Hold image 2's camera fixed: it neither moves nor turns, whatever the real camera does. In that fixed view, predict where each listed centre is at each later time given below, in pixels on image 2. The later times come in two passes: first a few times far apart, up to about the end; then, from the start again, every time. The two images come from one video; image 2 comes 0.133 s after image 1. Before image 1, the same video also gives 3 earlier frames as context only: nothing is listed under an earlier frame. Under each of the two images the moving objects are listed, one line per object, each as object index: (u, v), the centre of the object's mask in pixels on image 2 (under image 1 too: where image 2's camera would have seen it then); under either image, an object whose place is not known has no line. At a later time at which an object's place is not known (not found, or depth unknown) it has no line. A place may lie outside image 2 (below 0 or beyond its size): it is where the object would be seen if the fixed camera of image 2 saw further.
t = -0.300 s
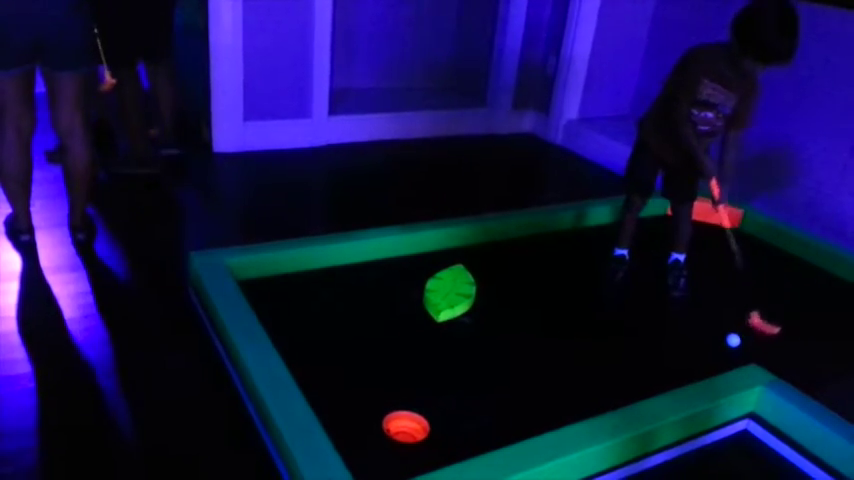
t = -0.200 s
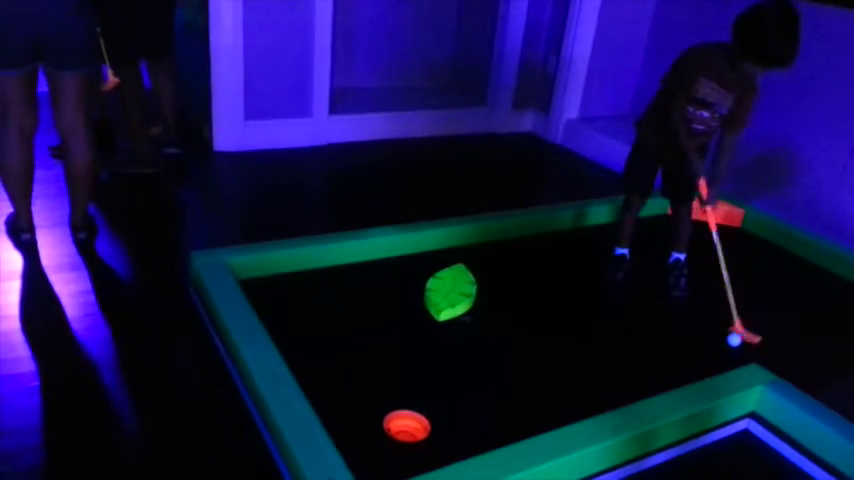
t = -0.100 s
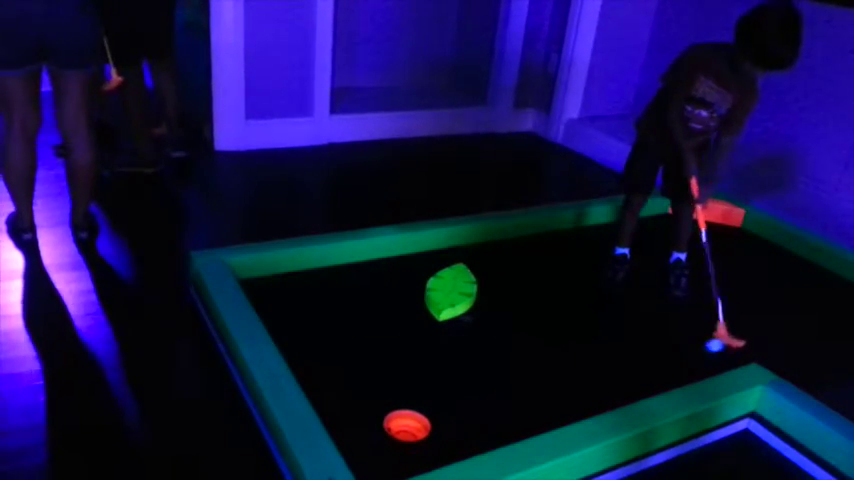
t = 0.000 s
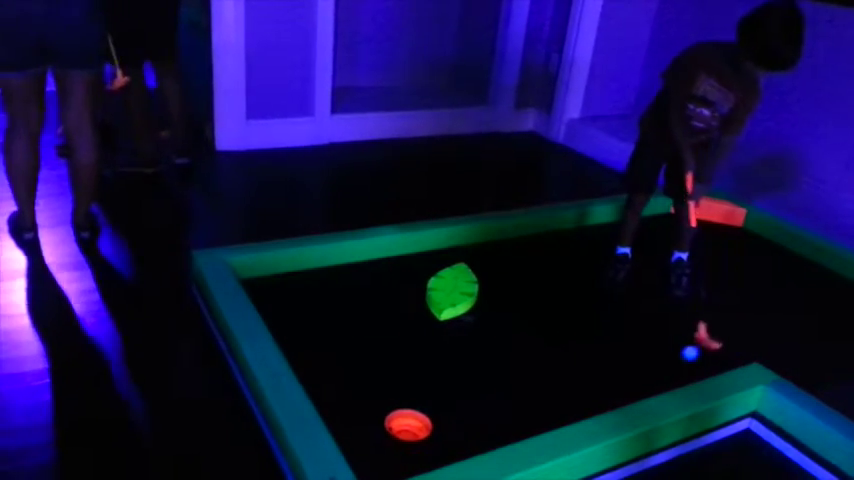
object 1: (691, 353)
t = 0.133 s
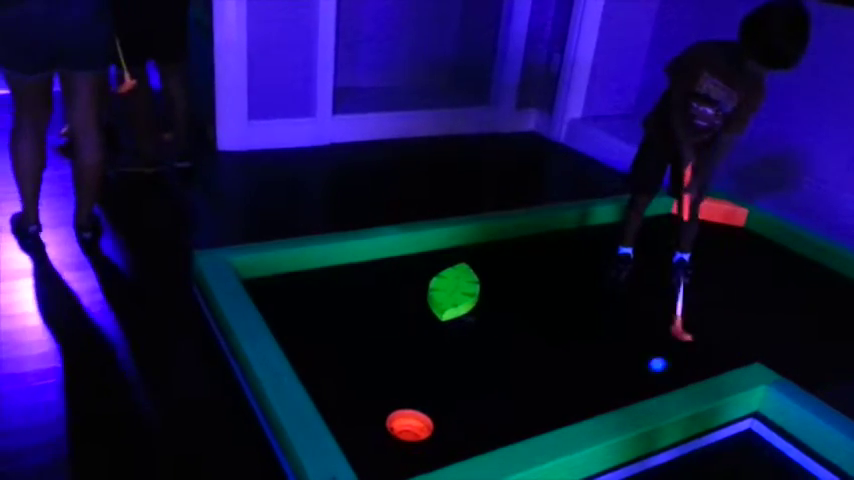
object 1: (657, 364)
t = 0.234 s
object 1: (632, 373)
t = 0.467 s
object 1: (570, 393)
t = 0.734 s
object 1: (498, 416)
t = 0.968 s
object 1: (435, 437)
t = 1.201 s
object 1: (373, 455)
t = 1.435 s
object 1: (366, 458)
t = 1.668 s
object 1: (387, 452)
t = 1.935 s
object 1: (403, 445)
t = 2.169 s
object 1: (413, 443)
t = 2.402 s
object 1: (416, 443)
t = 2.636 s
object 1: (415, 443)
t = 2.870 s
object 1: (415, 443)
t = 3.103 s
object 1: (415, 443)
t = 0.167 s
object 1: (648, 367)
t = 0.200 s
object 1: (640, 370)
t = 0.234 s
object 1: (632, 373)
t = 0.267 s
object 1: (623, 375)
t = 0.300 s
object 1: (614, 378)
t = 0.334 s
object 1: (605, 381)
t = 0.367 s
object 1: (596, 383)
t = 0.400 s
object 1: (588, 387)
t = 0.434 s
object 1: (579, 390)
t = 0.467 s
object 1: (570, 393)
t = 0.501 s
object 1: (561, 395)
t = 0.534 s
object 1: (552, 398)
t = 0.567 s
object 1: (543, 402)
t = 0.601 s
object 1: (534, 404)
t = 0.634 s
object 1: (526, 407)
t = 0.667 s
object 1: (516, 410)
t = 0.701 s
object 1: (507, 413)
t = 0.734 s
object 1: (498, 416)
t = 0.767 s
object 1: (489, 419)
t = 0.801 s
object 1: (480, 422)
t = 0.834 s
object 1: (471, 425)
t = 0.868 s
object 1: (462, 428)
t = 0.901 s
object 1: (453, 430)
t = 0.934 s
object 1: (444, 433)
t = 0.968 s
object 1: (435, 437)
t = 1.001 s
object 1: (426, 439)
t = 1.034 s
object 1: (417, 442)
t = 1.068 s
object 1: (408, 445)
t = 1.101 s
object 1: (399, 448)
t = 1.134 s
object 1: (390, 450)
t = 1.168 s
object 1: (382, 453)
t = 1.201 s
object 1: (373, 455)
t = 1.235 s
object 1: (365, 458)
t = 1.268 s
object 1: (358, 459)
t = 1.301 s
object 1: (354, 461)
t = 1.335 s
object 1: (355, 460)
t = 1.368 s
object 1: (359, 460)
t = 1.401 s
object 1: (363, 459)
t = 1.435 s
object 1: (366, 458)
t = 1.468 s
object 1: (369, 457)
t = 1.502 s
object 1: (373, 456)
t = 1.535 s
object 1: (376, 455)
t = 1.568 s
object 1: (379, 455)
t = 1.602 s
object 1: (382, 454)
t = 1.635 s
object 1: (385, 453)
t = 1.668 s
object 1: (387, 452)
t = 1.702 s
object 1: (390, 451)
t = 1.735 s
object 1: (392, 451)
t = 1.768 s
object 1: (394, 450)
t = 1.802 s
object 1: (396, 449)
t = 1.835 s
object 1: (398, 448)
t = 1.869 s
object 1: (400, 447)
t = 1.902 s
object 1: (401, 446)
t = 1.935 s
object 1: (403, 445)
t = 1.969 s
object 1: (405, 445)
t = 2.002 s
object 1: (406, 445)
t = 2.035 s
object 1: (408, 444)
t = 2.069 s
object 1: (409, 443)
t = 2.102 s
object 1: (411, 443)
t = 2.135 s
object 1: (411, 443)
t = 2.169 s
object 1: (413, 443)
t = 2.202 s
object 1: (414, 443)
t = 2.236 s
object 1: (414, 443)
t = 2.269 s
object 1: (415, 443)
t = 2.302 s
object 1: (416, 443)
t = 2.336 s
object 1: (416, 443)
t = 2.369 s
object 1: (416, 443)
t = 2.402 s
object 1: (416, 443)
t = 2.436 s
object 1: (416, 443)
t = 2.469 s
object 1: (416, 443)
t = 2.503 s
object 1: (416, 442)
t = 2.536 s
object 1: (416, 442)
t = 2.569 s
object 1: (415, 443)
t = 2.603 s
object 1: (415, 443)
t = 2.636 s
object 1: (415, 443)
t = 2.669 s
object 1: (415, 443)
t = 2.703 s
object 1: (415, 443)
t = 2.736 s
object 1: (415, 443)
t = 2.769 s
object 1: (416, 443)
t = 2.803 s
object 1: (416, 443)
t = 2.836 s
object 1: (415, 443)
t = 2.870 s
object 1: (415, 443)
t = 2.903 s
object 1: (415, 443)
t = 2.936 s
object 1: (415, 443)
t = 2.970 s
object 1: (415, 443)
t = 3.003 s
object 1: (415, 443)
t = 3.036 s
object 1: (415, 443)
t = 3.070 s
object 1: (415, 443)
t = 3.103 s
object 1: (415, 443)
